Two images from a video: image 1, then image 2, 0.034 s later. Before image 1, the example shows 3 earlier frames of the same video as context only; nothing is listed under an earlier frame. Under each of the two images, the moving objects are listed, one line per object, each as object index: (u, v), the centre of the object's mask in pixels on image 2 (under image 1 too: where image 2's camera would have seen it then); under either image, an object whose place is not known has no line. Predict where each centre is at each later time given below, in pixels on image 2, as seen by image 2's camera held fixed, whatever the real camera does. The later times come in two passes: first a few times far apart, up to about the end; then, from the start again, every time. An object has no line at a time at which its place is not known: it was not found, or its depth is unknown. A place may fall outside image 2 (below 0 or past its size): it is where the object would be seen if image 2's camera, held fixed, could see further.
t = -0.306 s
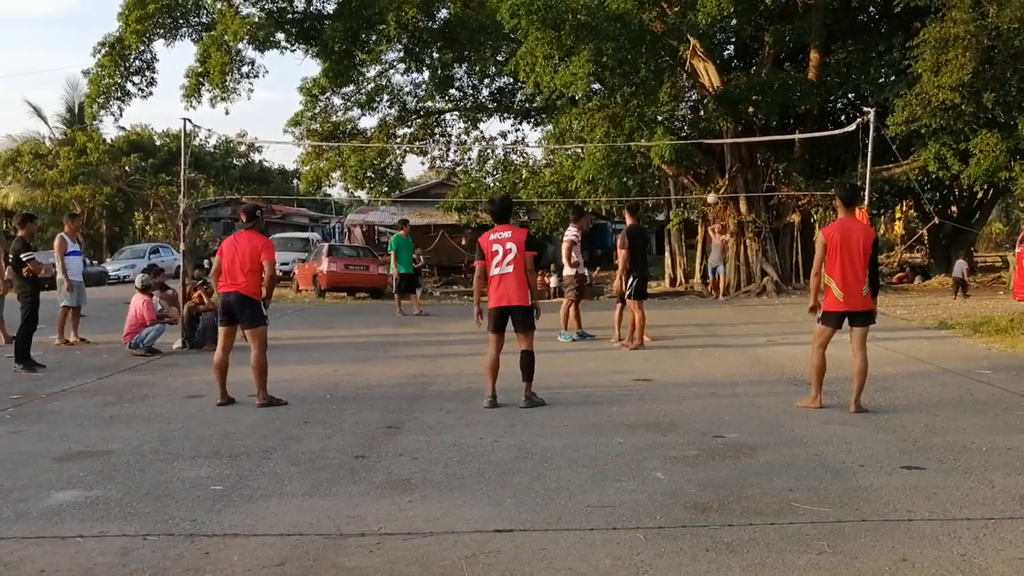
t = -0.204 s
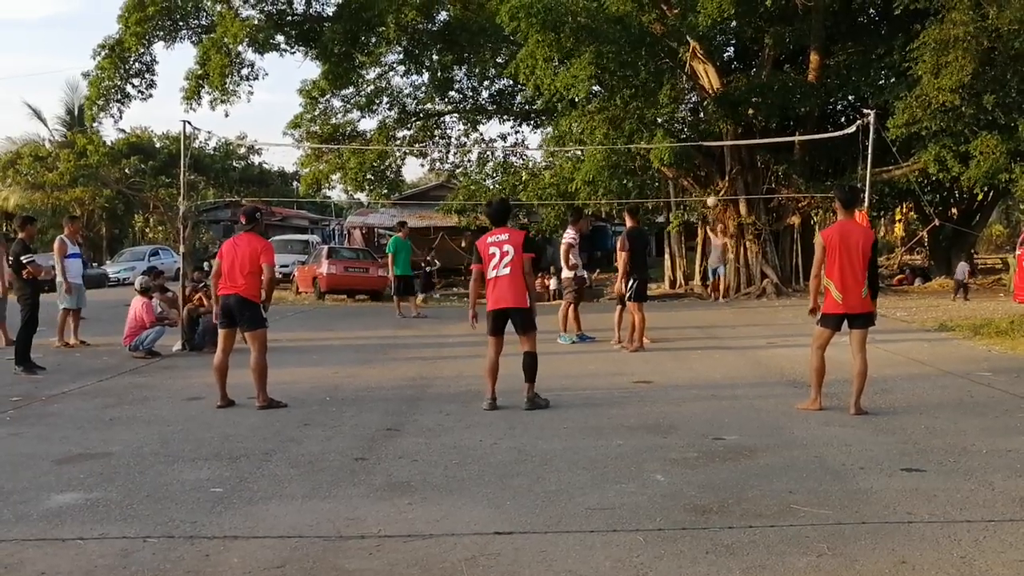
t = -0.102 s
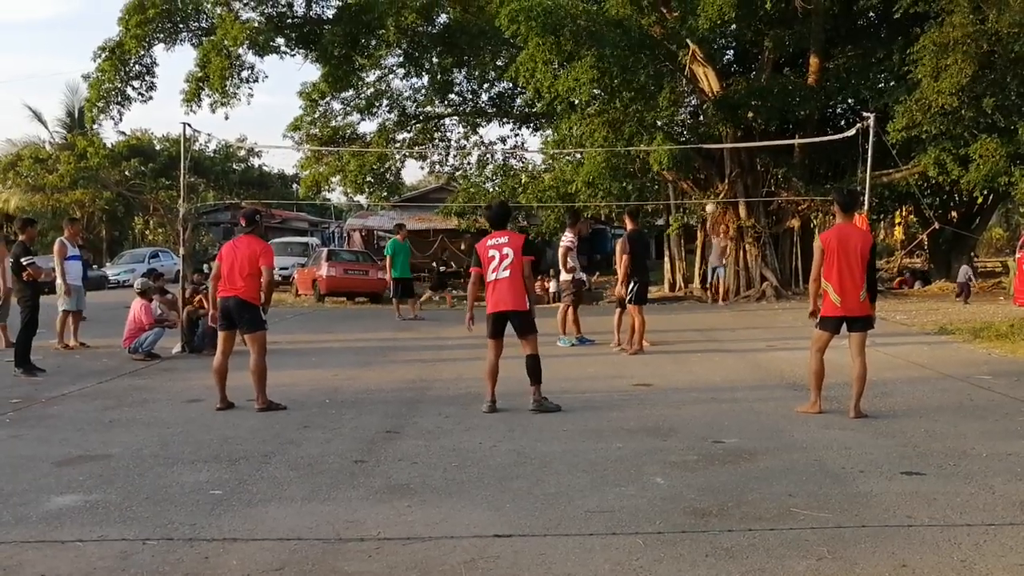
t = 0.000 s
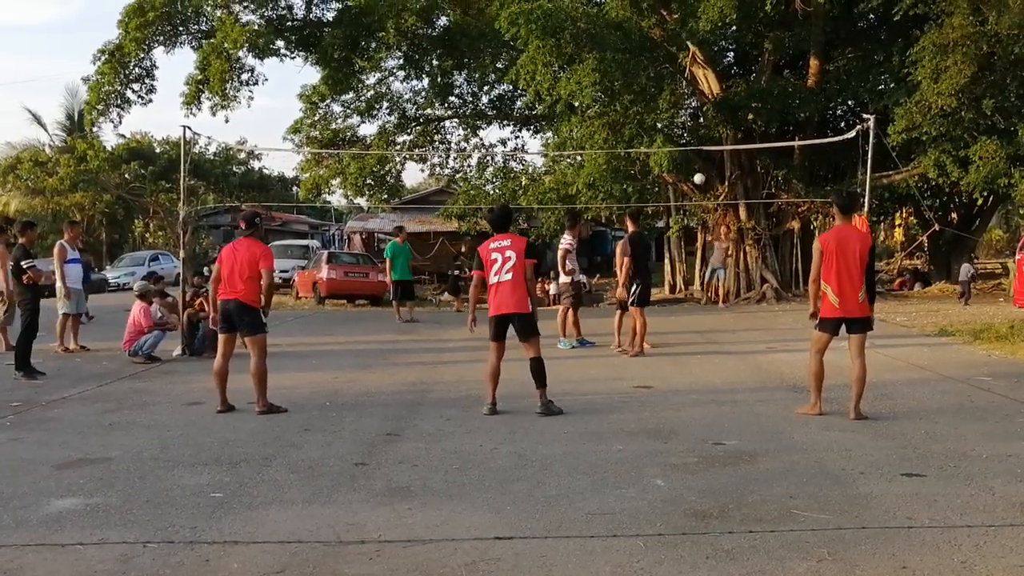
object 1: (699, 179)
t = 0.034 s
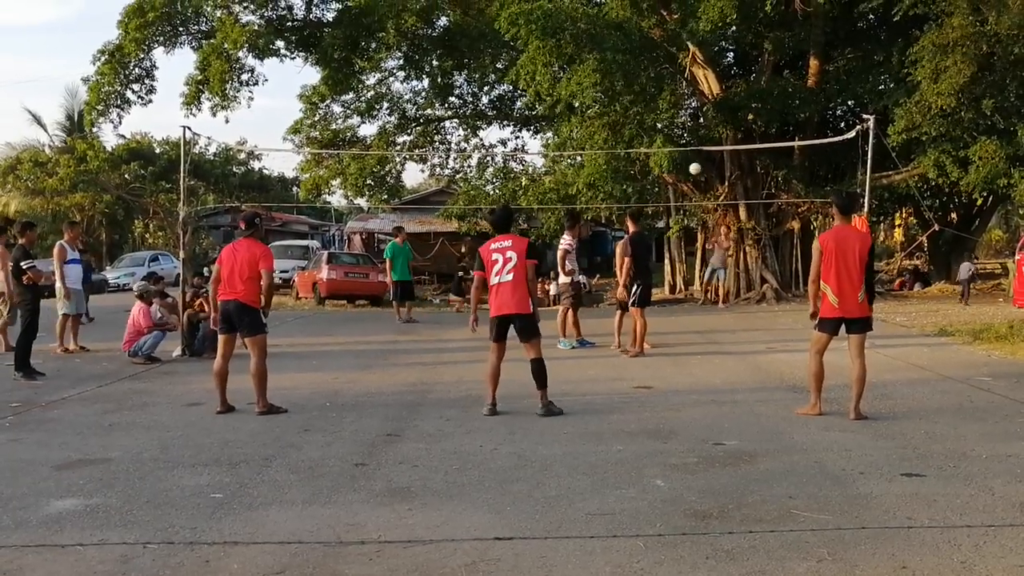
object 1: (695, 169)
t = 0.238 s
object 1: (665, 109)
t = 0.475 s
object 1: (619, 51)
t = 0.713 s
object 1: (557, 16)
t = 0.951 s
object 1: (466, 21)
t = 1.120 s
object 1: (372, 71)
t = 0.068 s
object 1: (690, 158)
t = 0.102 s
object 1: (685, 148)
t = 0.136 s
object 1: (681, 138)
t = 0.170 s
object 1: (676, 129)
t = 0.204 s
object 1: (671, 119)
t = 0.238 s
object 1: (665, 109)
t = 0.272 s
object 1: (660, 100)
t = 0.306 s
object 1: (654, 91)
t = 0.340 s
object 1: (648, 83)
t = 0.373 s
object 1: (641, 74)
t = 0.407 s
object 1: (634, 66)
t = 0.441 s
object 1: (627, 58)
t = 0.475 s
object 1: (619, 51)
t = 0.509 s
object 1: (611, 44)
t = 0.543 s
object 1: (603, 38)
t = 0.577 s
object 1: (595, 33)
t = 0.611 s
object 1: (586, 28)
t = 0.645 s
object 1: (577, 23)
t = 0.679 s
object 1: (567, 19)
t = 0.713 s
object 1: (557, 16)
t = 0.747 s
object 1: (546, 13)
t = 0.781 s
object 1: (534, 12)
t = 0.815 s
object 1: (522, 11)
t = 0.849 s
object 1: (508, 12)
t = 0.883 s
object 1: (495, 13)
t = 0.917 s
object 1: (481, 16)
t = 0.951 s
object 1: (466, 21)
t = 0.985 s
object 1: (449, 27)
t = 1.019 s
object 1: (432, 35)
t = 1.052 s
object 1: (414, 44)
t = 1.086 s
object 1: (395, 56)
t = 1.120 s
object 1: (372, 71)
